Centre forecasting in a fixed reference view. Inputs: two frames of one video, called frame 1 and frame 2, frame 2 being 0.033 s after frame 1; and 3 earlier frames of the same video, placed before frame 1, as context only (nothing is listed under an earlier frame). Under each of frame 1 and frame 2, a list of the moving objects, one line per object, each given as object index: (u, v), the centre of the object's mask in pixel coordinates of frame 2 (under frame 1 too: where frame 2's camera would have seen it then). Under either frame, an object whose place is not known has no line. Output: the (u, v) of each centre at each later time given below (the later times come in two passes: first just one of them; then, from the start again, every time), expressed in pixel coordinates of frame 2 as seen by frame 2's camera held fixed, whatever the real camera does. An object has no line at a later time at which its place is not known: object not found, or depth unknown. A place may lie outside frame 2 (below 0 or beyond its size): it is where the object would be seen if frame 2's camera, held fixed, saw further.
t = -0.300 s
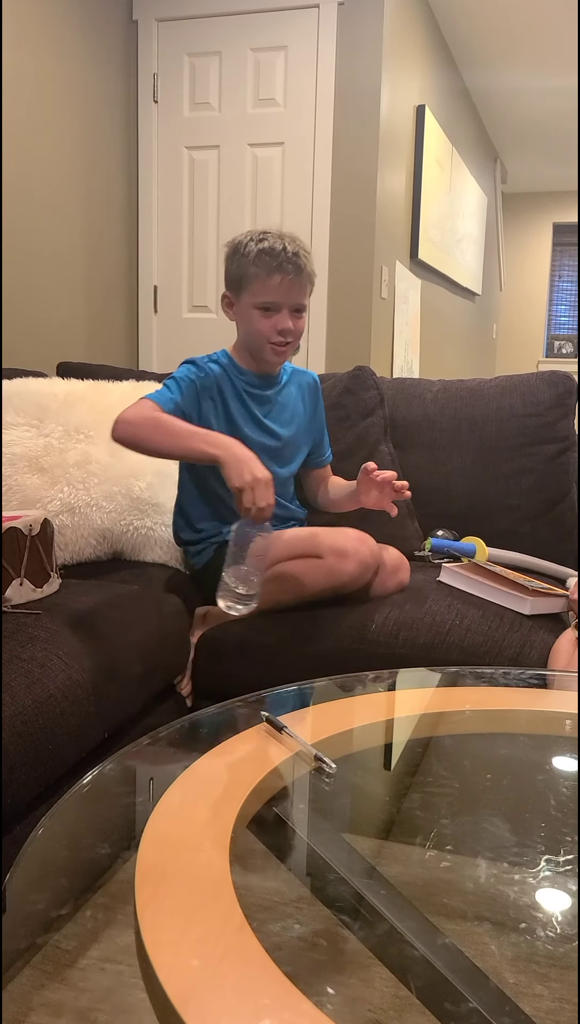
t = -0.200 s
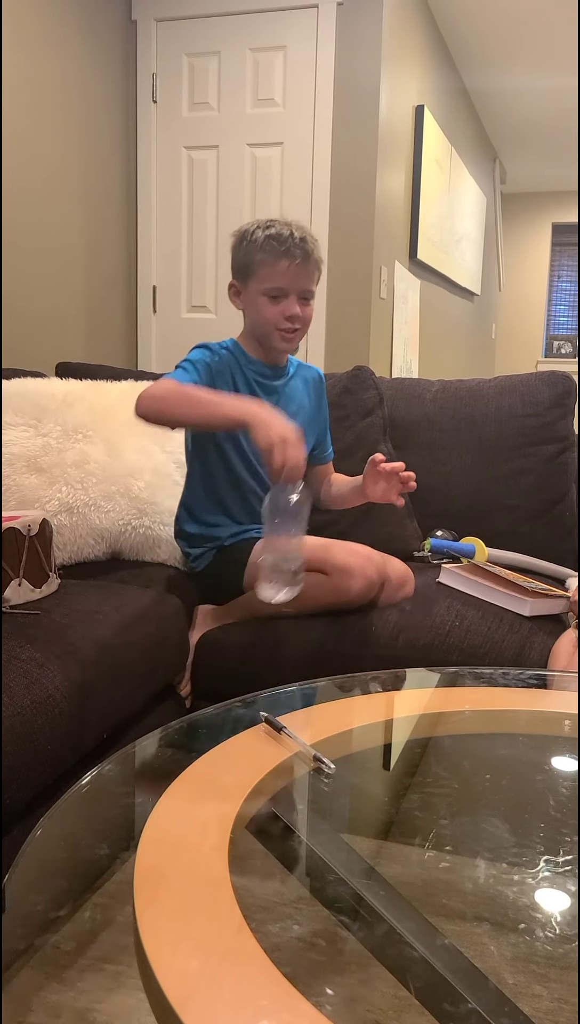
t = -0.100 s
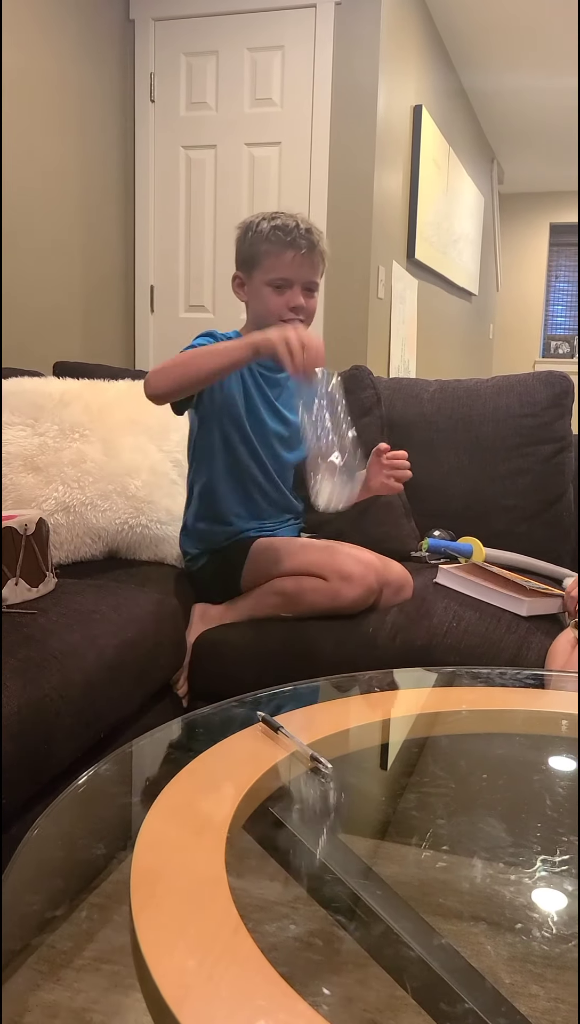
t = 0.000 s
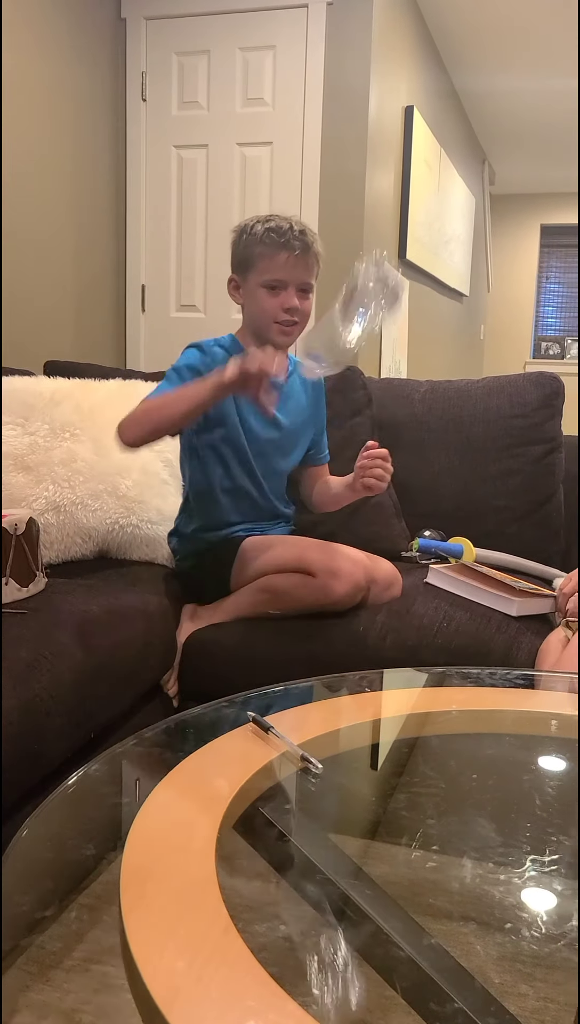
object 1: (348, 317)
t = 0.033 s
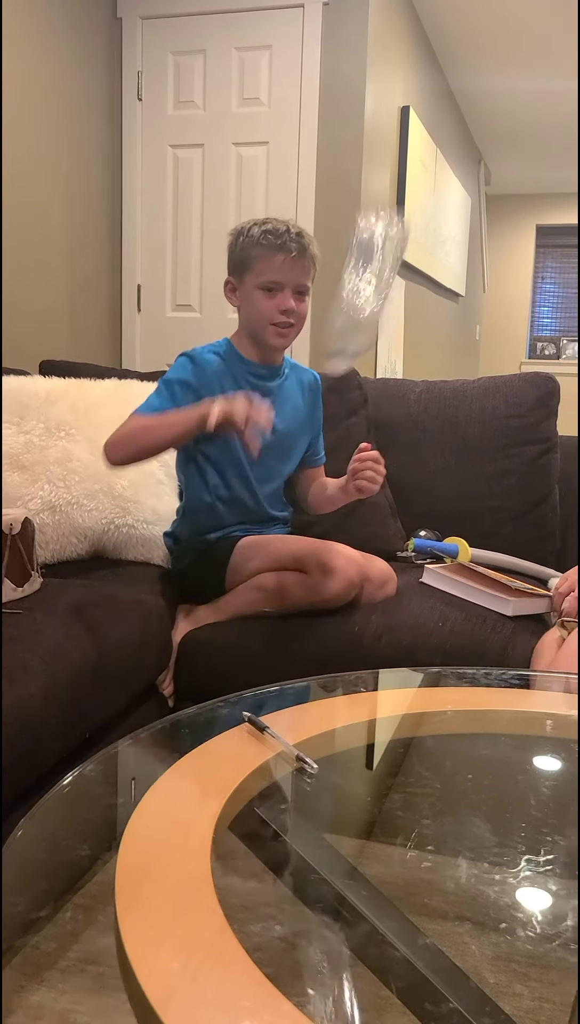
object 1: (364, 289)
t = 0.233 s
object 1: (457, 150)
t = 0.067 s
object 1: (384, 243)
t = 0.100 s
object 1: (402, 206)
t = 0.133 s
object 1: (418, 172)
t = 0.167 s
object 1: (433, 157)
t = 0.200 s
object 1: (445, 148)
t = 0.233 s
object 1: (457, 150)
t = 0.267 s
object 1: (469, 163)
